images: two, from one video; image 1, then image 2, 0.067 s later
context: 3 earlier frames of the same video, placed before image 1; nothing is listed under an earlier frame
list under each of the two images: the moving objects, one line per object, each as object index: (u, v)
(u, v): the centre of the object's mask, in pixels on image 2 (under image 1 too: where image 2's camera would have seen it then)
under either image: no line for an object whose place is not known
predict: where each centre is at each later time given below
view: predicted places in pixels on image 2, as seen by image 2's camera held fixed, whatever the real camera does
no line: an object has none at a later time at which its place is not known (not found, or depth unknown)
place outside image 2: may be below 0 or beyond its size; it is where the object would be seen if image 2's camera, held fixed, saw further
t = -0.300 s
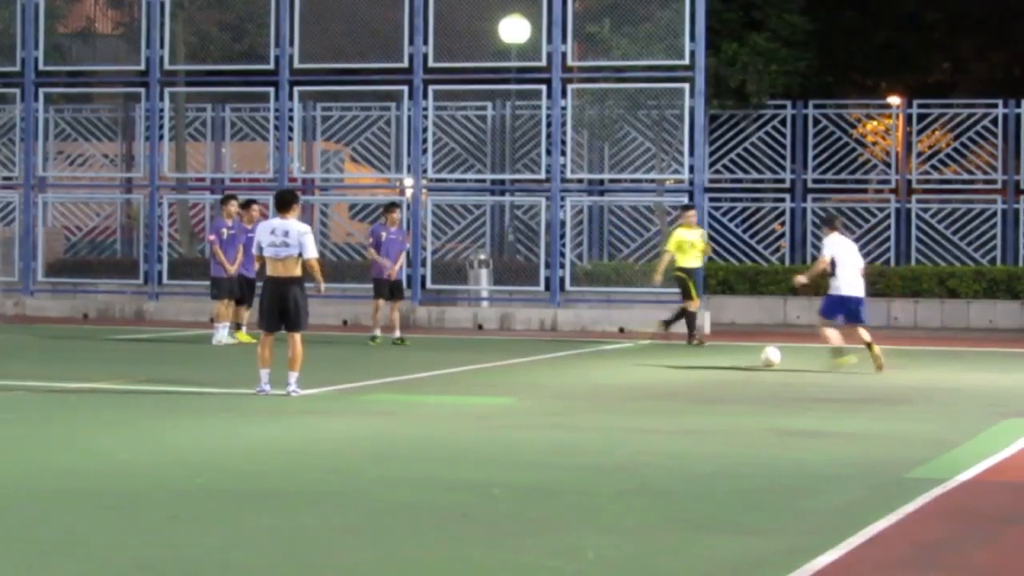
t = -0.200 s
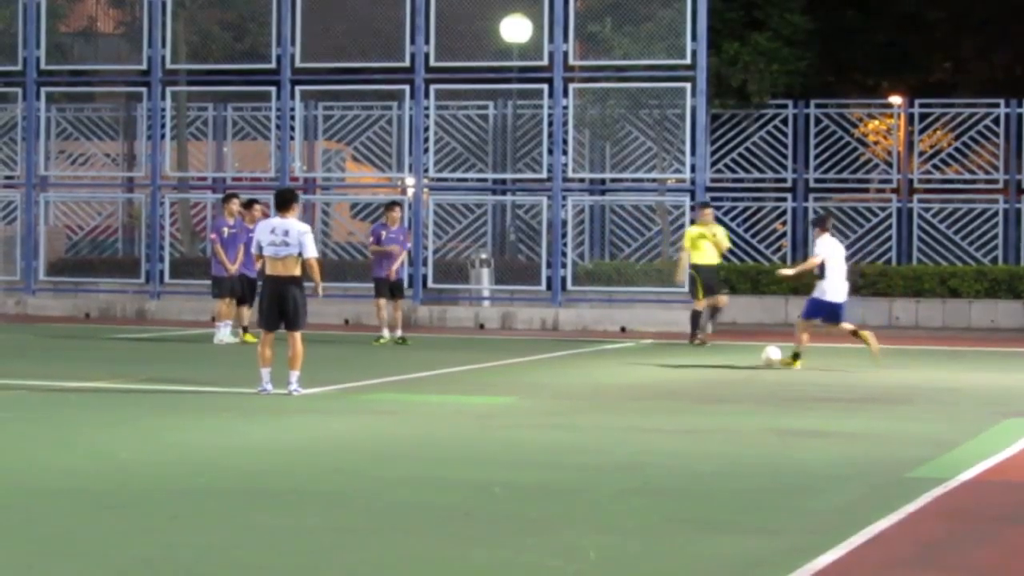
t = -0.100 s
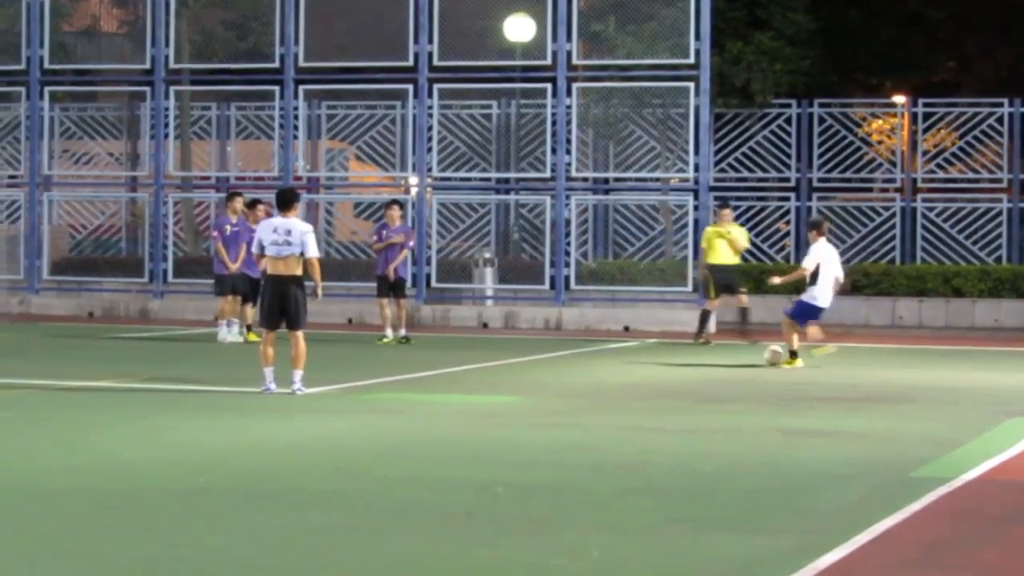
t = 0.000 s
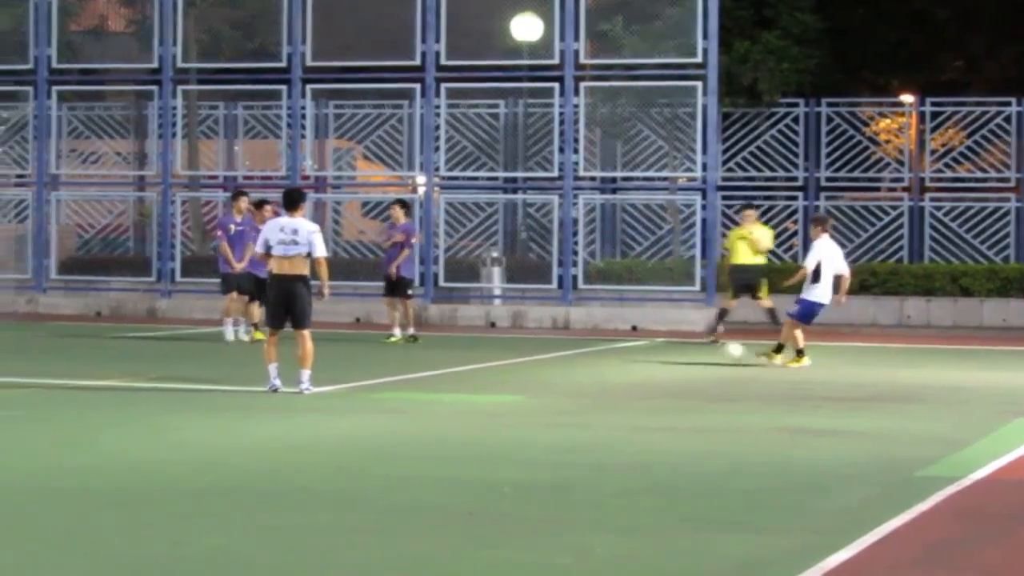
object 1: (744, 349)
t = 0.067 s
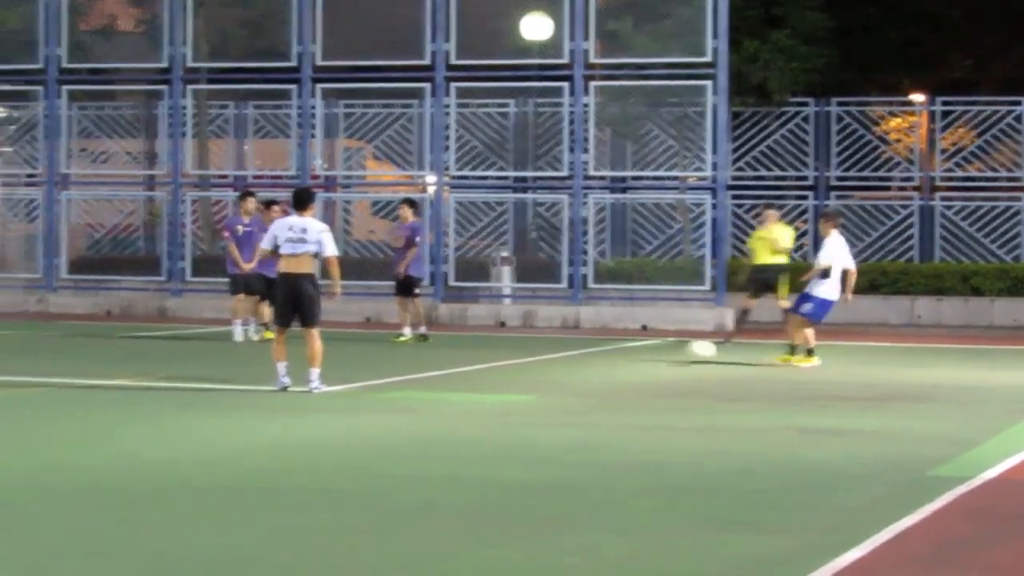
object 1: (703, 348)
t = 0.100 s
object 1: (677, 351)
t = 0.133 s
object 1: (654, 353)
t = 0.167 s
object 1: (631, 354)
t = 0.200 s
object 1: (612, 351)
